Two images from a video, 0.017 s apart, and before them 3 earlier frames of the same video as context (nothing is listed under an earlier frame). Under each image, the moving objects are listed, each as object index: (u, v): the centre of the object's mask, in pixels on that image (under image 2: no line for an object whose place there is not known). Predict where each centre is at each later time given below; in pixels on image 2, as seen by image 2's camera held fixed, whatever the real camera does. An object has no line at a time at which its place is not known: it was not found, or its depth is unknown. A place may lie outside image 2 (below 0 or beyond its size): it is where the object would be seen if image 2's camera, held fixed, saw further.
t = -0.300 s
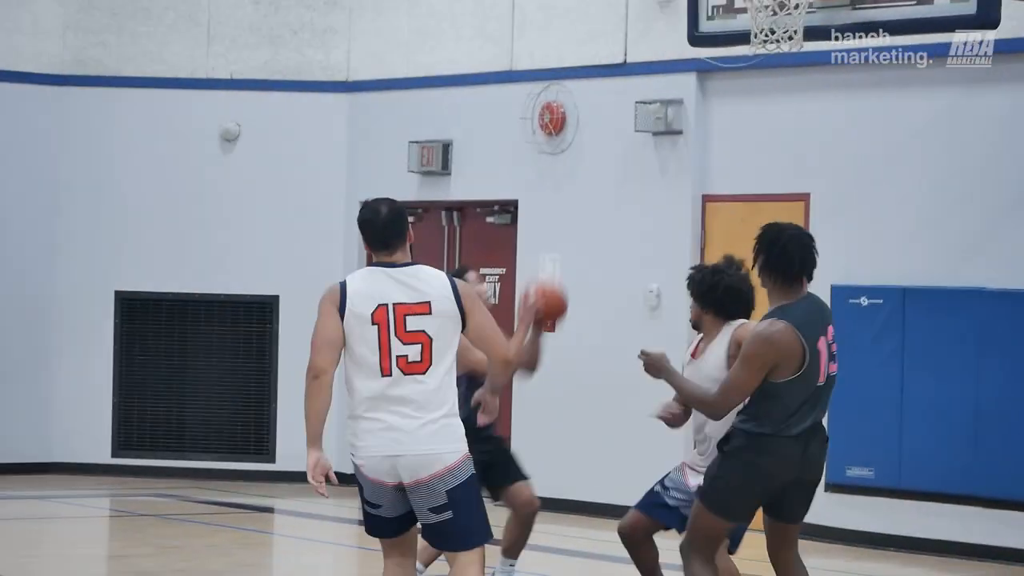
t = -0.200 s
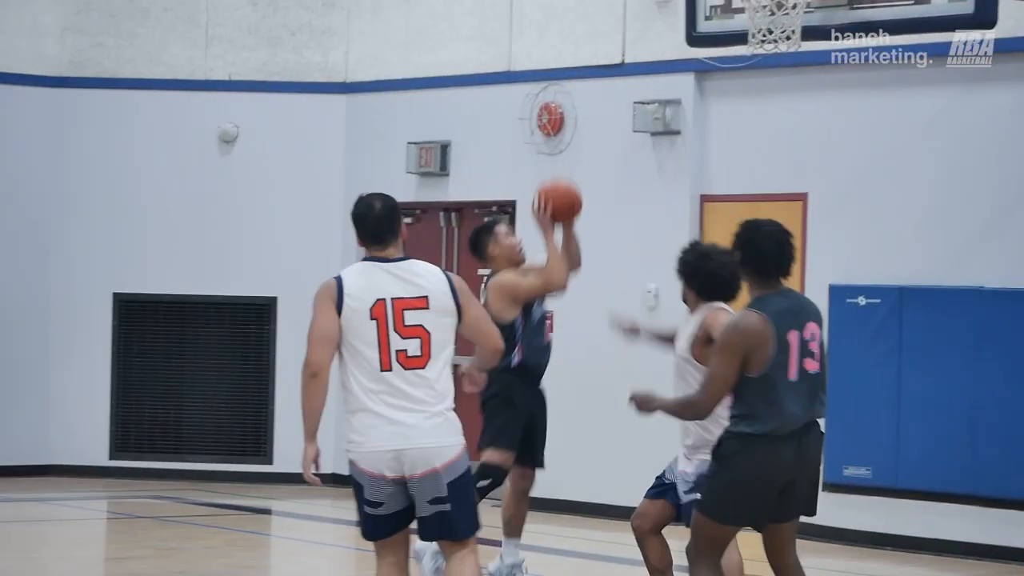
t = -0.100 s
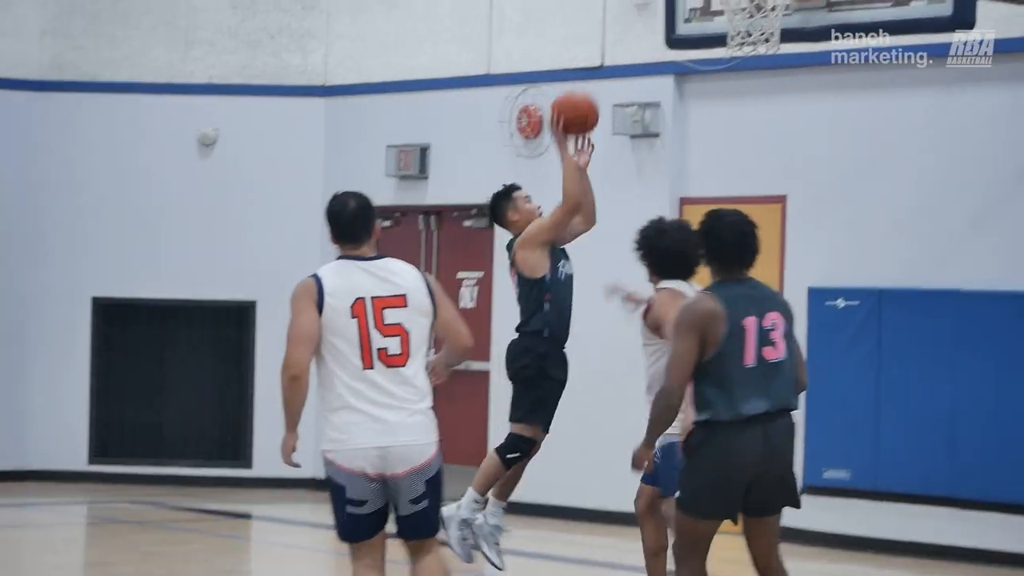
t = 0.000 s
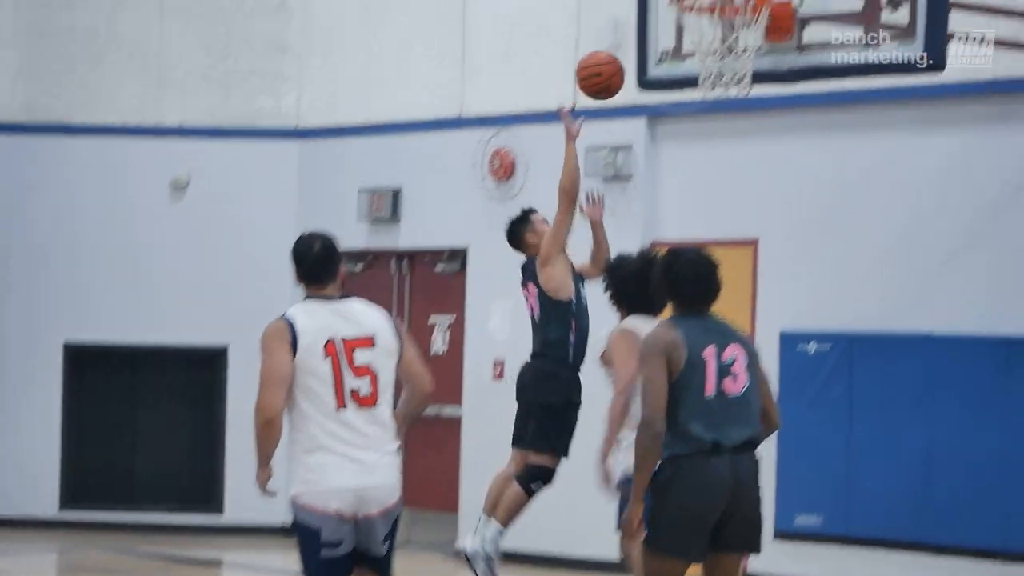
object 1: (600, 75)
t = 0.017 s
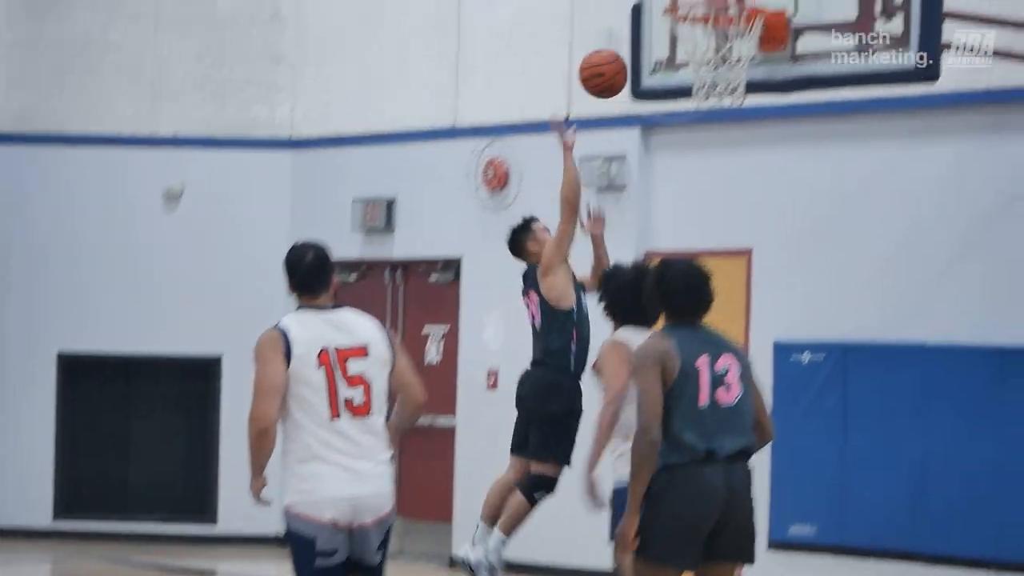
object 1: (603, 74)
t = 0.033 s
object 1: (614, 61)
